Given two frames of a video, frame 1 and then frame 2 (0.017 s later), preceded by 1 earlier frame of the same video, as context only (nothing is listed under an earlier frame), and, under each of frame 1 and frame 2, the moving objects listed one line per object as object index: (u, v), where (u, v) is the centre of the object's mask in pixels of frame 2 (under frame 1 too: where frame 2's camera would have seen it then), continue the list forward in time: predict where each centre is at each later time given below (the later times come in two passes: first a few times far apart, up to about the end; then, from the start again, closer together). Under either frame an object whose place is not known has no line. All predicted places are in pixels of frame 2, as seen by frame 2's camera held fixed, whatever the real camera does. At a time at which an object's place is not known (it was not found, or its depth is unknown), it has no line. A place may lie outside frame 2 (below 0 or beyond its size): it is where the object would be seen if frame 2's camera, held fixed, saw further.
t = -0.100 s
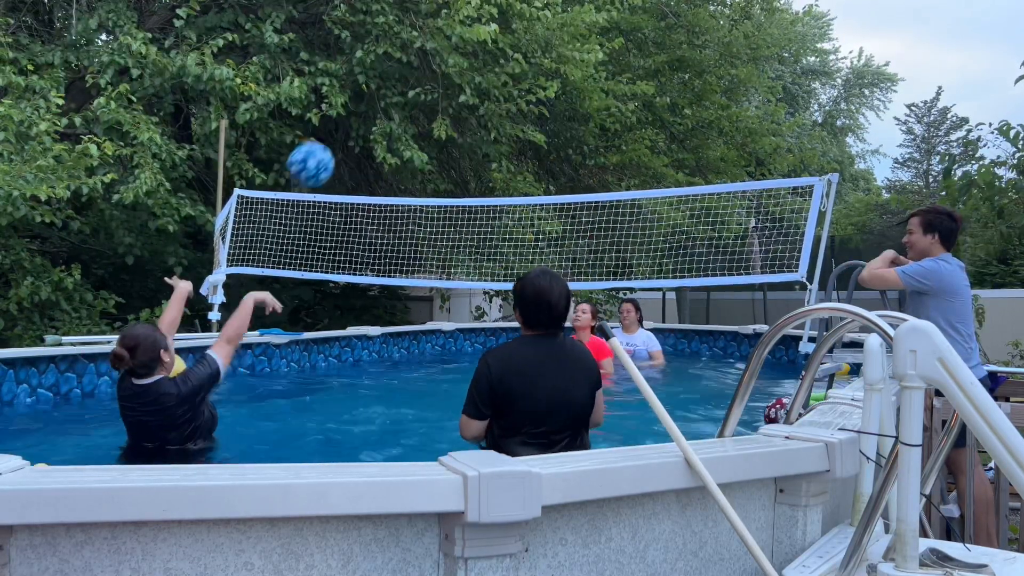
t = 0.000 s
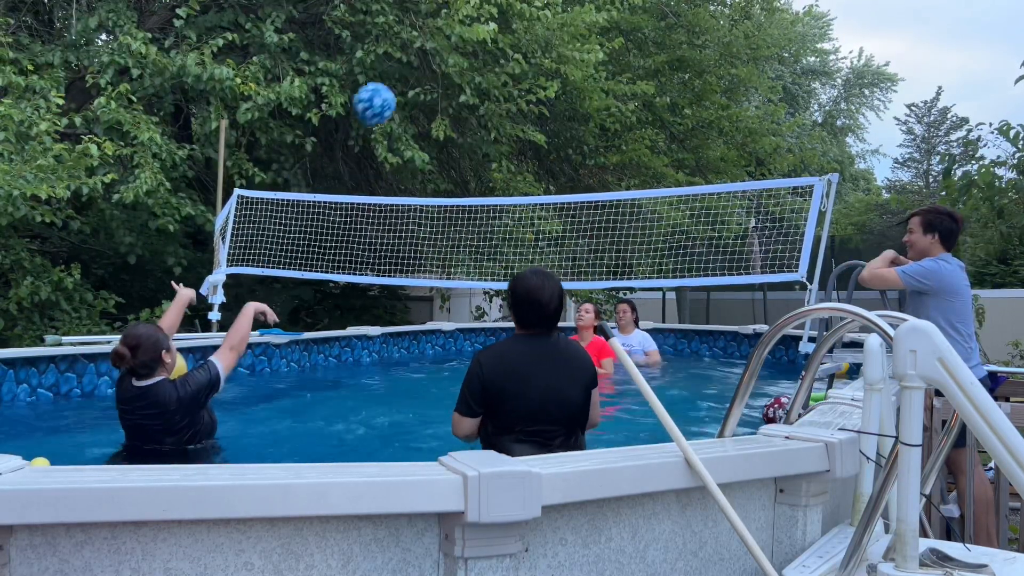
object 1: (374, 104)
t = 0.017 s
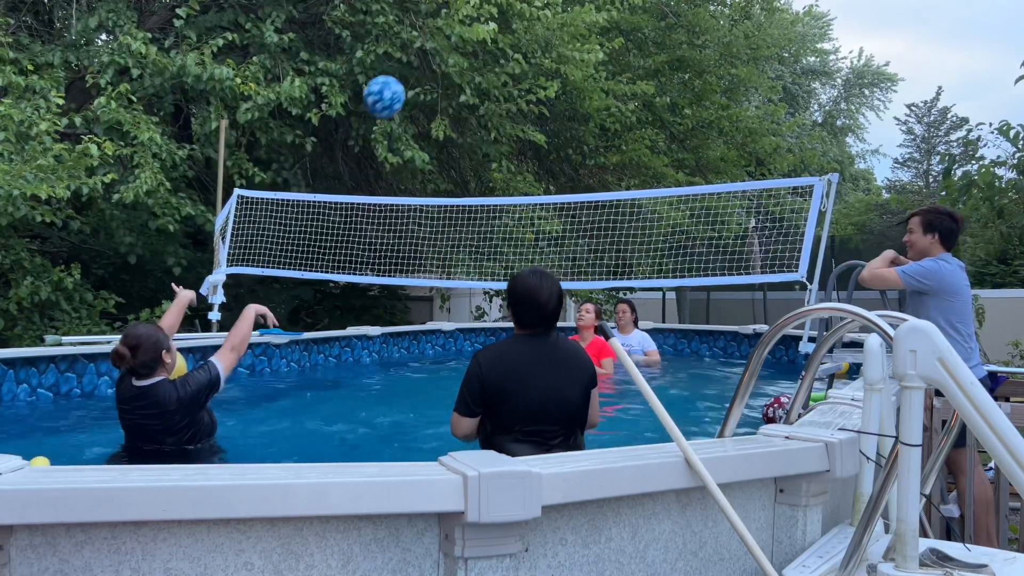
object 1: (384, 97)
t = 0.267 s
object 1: (502, 60)
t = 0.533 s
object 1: (587, 130)
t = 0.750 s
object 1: (637, 234)
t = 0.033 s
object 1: (394, 90)
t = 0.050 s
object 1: (403, 84)
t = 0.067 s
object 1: (411, 78)
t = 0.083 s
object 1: (420, 74)
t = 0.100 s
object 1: (429, 70)
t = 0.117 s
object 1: (437, 67)
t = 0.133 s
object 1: (445, 64)
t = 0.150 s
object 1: (453, 62)
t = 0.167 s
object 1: (460, 60)
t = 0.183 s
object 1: (467, 59)
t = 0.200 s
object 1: (475, 58)
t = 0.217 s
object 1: (482, 58)
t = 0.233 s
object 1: (488, 59)
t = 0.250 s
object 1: (495, 59)
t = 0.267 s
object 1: (502, 60)
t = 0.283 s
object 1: (508, 62)
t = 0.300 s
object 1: (515, 65)
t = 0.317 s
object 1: (520, 67)
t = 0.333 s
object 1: (527, 69)
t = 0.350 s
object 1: (532, 73)
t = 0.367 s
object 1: (538, 76)
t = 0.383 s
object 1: (544, 80)
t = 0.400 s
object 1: (549, 85)
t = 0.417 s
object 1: (554, 89)
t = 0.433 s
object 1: (560, 93)
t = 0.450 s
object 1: (564, 98)
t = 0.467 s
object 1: (569, 104)
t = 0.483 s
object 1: (574, 110)
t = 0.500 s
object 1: (579, 116)
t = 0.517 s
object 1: (583, 122)
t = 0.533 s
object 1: (587, 130)
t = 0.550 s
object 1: (592, 136)
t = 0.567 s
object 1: (596, 142)
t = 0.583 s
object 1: (600, 150)
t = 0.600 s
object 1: (604, 157)
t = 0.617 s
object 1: (609, 165)
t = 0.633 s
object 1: (613, 173)
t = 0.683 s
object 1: (625, 199)
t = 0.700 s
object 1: (627, 209)
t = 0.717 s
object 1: (631, 214)
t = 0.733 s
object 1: (635, 224)
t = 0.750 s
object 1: (637, 234)
